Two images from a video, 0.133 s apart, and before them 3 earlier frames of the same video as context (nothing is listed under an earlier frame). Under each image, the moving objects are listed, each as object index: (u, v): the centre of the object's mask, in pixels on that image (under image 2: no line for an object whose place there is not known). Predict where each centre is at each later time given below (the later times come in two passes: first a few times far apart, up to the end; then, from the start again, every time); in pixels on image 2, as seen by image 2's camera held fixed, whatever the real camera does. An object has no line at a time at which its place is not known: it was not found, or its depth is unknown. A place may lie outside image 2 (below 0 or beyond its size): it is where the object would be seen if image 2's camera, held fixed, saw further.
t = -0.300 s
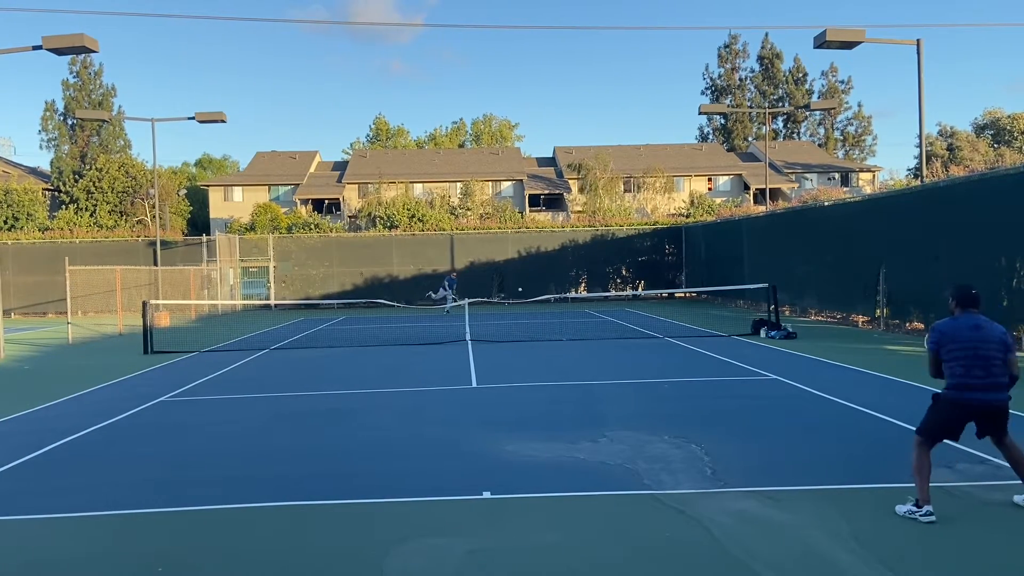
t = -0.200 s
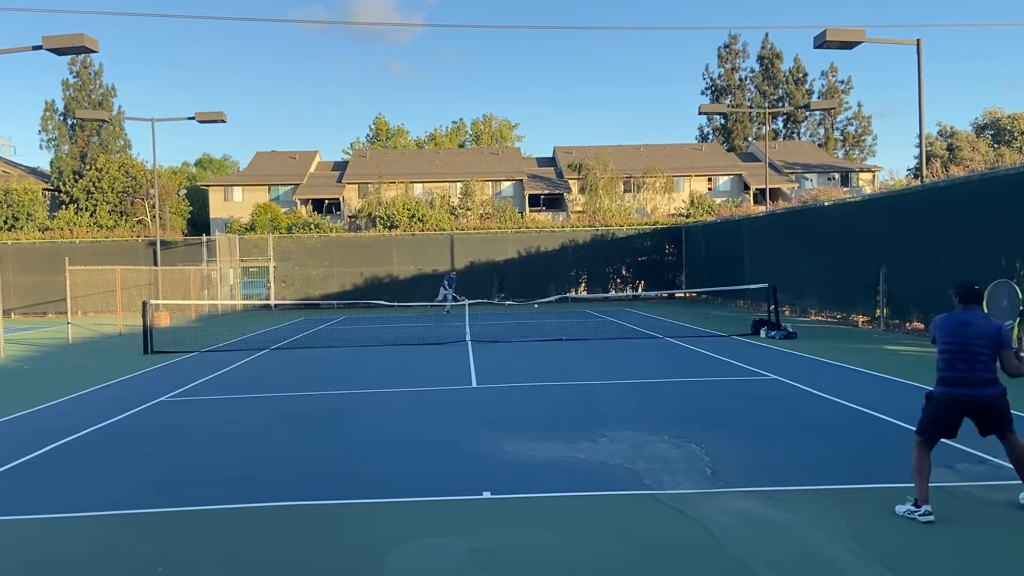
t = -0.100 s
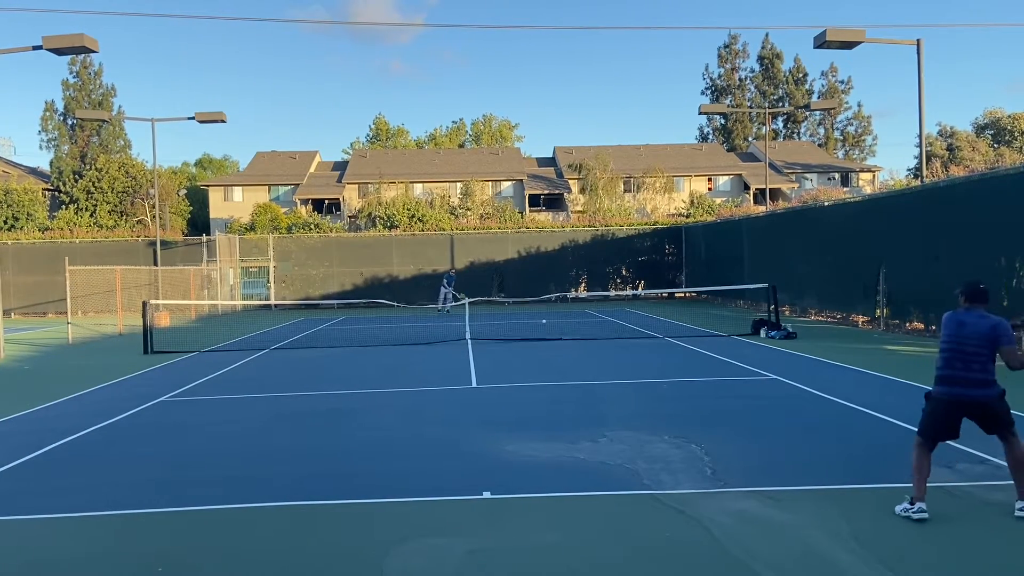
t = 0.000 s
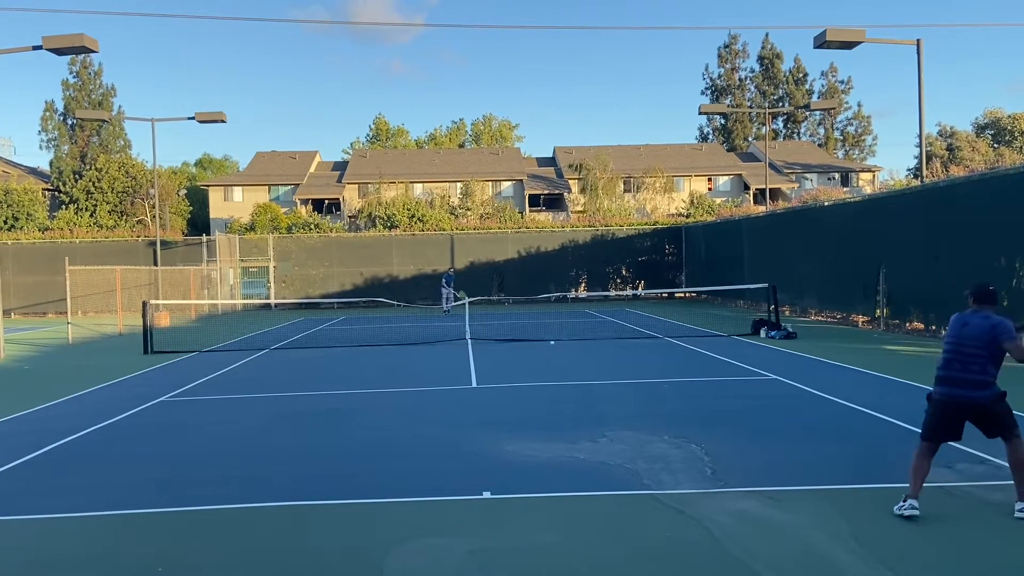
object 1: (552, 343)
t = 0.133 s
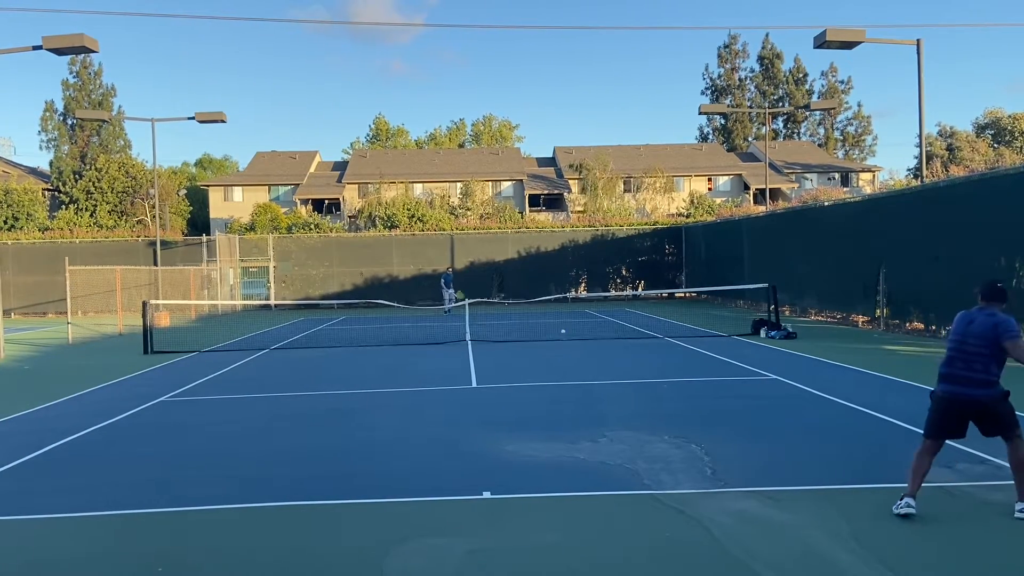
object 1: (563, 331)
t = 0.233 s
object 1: (571, 322)
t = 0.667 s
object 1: (611, 349)
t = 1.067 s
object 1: (655, 346)
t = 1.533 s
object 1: (718, 370)
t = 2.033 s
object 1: (806, 401)
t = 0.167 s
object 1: (565, 327)
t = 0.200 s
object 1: (568, 324)
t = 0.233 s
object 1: (571, 322)
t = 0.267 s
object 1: (574, 320)
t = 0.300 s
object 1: (577, 318)
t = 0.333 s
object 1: (580, 318)
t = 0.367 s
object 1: (583, 318)
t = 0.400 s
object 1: (586, 318)
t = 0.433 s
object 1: (589, 320)
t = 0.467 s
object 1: (592, 322)
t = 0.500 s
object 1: (595, 324)
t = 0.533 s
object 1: (598, 328)
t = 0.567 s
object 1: (601, 332)
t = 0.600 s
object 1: (605, 337)
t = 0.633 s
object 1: (608, 342)
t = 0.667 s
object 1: (611, 349)
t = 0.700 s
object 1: (615, 356)
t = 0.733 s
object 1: (618, 364)
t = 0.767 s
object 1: (621, 360)
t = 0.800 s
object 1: (625, 356)
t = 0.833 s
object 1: (629, 352)
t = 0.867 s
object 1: (633, 349)
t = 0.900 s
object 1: (636, 347)
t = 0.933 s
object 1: (640, 345)
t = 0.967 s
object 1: (643, 344)
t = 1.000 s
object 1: (647, 344)
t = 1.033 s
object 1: (651, 345)
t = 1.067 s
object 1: (655, 346)
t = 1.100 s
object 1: (659, 348)
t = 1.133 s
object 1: (663, 352)
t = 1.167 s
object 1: (667, 356)
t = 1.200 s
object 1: (672, 361)
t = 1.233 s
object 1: (676, 366)
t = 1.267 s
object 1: (680, 373)
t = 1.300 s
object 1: (685, 380)
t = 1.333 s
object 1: (689, 377)
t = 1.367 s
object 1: (694, 373)
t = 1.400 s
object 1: (698, 371)
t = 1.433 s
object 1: (703, 369)
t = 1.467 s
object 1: (708, 368)
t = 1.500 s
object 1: (713, 369)
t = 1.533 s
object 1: (718, 370)
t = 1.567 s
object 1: (723, 372)
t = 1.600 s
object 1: (728, 375)
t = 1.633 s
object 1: (734, 378)
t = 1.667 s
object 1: (740, 384)
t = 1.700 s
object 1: (745, 389)
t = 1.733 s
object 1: (750, 396)
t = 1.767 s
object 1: (756, 395)
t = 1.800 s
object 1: (762, 392)
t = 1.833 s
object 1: (768, 390)
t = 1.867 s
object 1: (774, 389)
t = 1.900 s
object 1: (780, 389)
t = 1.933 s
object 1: (787, 391)
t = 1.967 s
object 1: (793, 393)
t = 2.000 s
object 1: (800, 396)
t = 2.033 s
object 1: (806, 401)
